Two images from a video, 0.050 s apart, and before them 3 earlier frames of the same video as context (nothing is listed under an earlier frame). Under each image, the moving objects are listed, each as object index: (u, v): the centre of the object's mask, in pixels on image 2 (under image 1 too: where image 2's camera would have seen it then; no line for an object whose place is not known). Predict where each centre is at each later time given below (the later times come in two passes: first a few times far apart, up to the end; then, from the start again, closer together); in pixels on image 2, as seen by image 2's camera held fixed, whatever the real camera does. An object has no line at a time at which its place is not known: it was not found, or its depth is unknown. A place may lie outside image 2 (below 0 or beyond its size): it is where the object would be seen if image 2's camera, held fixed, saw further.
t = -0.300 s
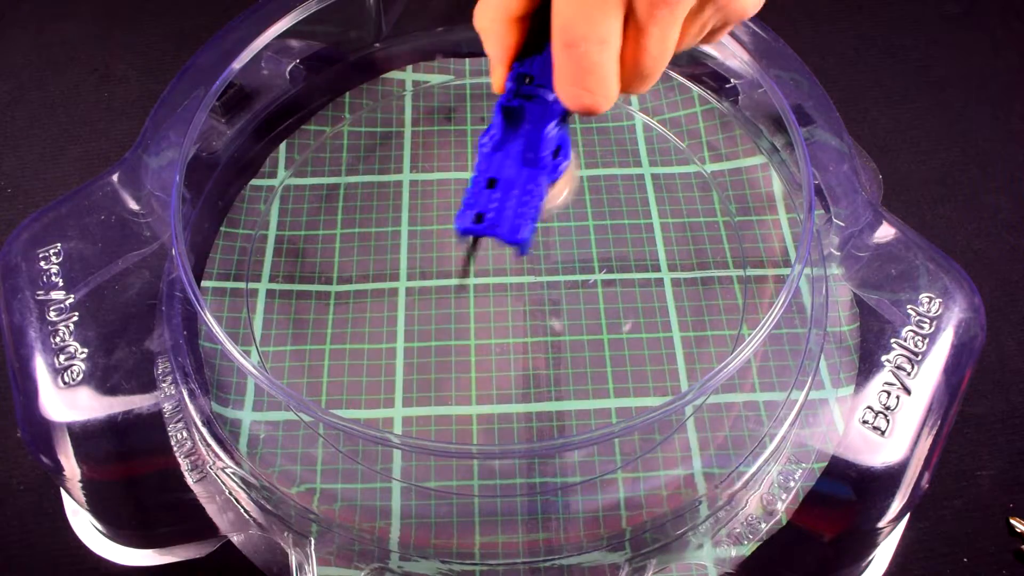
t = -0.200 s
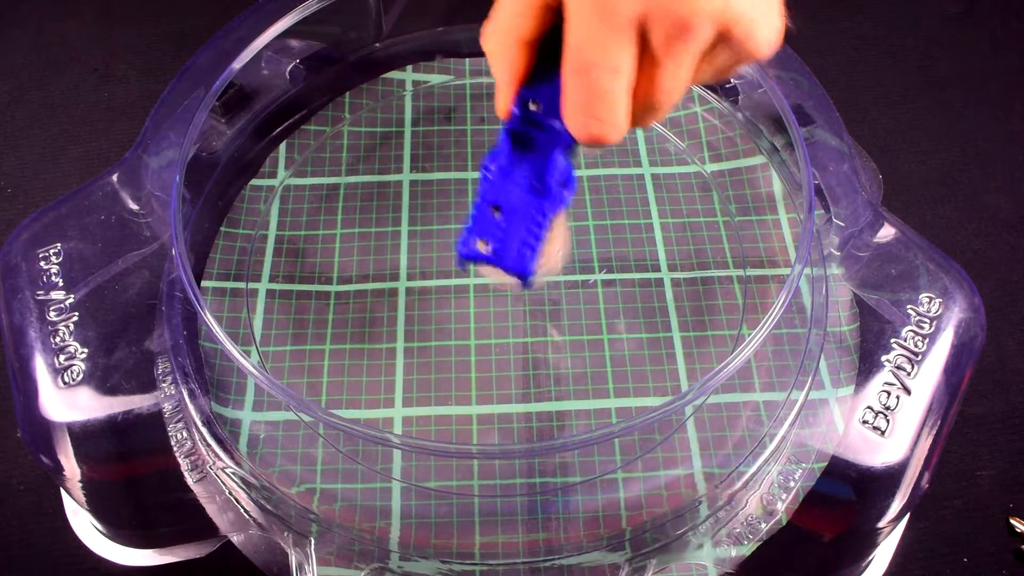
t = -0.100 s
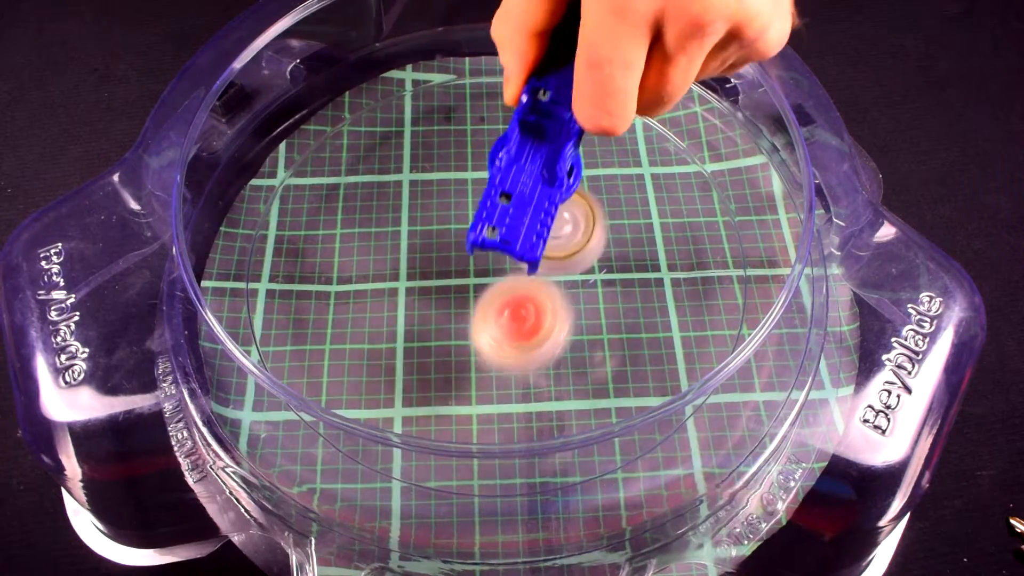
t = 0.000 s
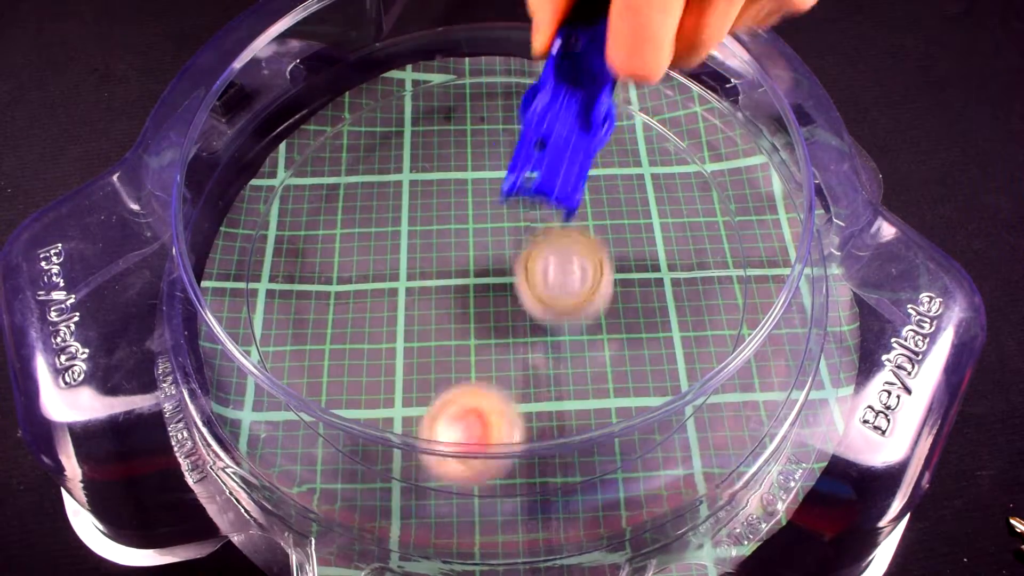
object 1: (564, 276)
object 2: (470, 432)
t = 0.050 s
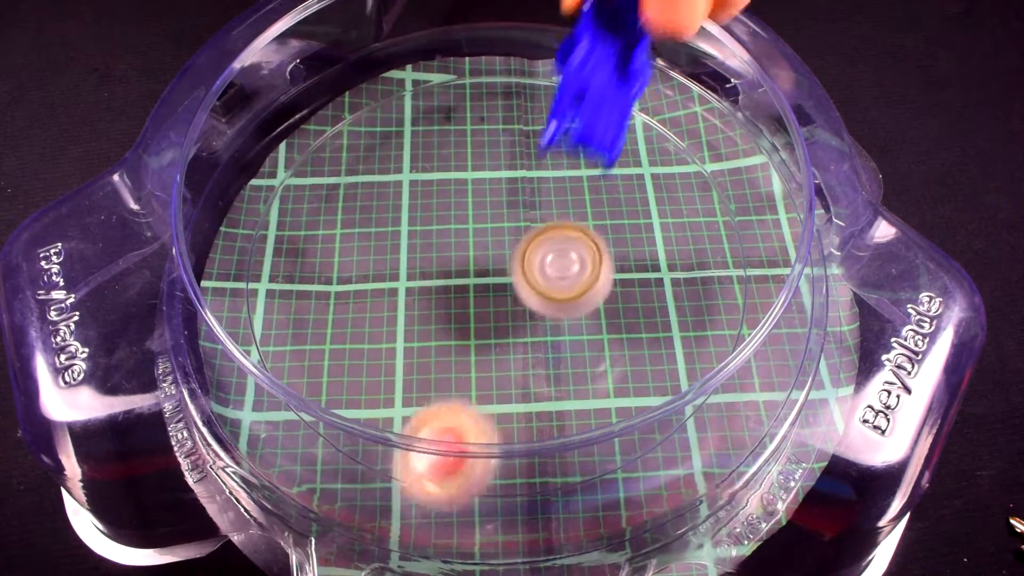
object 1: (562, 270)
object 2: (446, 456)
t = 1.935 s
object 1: (561, 235)
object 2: (452, 177)
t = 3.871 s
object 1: (375, 290)
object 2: (516, 315)
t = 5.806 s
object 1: (550, 310)
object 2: (568, 200)
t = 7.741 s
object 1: (376, 199)
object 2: (513, 150)
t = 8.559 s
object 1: (572, 153)
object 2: (592, 315)
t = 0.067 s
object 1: (561, 270)
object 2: (438, 470)
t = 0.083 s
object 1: (560, 272)
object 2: (432, 473)
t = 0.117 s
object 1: (556, 287)
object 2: (421, 486)
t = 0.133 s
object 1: (554, 290)
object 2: (418, 485)
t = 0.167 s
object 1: (549, 283)
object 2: (417, 467)
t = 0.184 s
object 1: (547, 283)
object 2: (417, 460)
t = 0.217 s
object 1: (541, 290)
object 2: (419, 439)
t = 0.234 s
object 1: (539, 288)
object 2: (421, 428)
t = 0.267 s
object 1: (533, 287)
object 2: (428, 403)
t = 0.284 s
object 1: (530, 286)
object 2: (429, 396)
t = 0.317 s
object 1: (524, 284)
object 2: (436, 371)
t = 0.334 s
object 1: (521, 282)
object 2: (440, 359)
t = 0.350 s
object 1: (519, 280)
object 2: (445, 344)
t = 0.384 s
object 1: (525, 272)
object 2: (445, 321)
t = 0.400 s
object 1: (530, 268)
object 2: (441, 310)
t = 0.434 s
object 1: (542, 260)
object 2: (436, 287)
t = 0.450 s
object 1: (547, 257)
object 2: (434, 277)
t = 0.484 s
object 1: (559, 251)
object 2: (431, 256)
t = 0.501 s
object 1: (565, 248)
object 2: (431, 245)
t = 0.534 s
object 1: (576, 245)
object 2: (430, 225)
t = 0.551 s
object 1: (581, 244)
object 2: (430, 217)
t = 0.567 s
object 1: (586, 243)
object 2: (430, 209)
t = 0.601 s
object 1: (597, 243)
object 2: (432, 194)
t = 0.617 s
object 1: (602, 242)
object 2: (433, 187)
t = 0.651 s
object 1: (610, 244)
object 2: (436, 177)
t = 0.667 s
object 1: (616, 244)
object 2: (438, 171)
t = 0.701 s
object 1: (625, 245)
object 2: (442, 163)
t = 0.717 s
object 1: (629, 245)
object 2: (443, 161)
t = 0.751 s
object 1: (636, 244)
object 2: (447, 161)
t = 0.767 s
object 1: (639, 243)
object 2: (449, 161)
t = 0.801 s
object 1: (644, 240)
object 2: (452, 162)
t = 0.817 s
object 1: (646, 239)
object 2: (454, 166)
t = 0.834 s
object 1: (648, 235)
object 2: (455, 168)
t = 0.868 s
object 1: (649, 230)
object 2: (458, 175)
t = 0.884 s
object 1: (648, 226)
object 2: (459, 180)
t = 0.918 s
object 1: (643, 218)
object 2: (460, 191)
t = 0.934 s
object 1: (638, 215)
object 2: (461, 196)
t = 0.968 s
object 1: (625, 211)
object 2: (460, 209)
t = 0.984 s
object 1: (616, 210)
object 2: (460, 215)
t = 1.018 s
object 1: (597, 212)
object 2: (460, 228)
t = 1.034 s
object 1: (586, 215)
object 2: (459, 234)
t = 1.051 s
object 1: (576, 218)
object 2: (458, 241)
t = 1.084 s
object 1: (553, 227)
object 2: (455, 254)
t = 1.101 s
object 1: (547, 231)
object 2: (448, 260)
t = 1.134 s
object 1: (565, 236)
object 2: (399, 275)
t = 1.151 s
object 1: (574, 241)
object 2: (375, 281)
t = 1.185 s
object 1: (588, 250)
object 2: (332, 290)
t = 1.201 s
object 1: (596, 256)
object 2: (312, 294)
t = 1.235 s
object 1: (609, 268)
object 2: (273, 302)
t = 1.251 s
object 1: (615, 272)
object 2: (259, 305)
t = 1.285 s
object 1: (628, 278)
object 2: (256, 303)
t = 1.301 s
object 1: (633, 281)
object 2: (258, 305)
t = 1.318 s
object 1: (639, 282)
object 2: (262, 309)
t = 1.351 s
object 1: (648, 283)
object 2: (274, 308)
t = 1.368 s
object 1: (652, 282)
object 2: (281, 308)
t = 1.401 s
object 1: (658, 278)
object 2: (300, 305)
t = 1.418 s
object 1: (660, 275)
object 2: (312, 303)
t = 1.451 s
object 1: (662, 267)
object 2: (335, 298)
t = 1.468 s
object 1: (661, 262)
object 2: (347, 295)
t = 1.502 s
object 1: (657, 250)
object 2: (375, 288)
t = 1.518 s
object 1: (652, 244)
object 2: (390, 283)
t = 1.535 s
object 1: (646, 238)
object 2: (404, 279)
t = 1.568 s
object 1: (628, 228)
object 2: (432, 269)
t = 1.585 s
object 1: (617, 225)
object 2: (446, 262)
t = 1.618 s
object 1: (592, 221)
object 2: (473, 252)
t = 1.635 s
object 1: (578, 221)
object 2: (486, 246)
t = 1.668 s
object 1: (575, 208)
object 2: (491, 233)
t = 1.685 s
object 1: (577, 201)
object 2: (487, 227)
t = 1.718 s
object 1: (581, 199)
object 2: (481, 226)
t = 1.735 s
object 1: (582, 201)
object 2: (478, 223)
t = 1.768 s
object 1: (581, 198)
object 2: (473, 217)
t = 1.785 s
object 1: (580, 199)
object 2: (471, 213)
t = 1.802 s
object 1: (579, 203)
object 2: (469, 209)
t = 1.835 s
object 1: (574, 208)
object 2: (464, 201)
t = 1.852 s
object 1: (571, 213)
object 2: (461, 197)
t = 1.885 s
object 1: (567, 221)
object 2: (458, 189)
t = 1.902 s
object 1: (564, 226)
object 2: (456, 185)
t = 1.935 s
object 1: (561, 235)
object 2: (452, 177)
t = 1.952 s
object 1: (560, 243)
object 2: (451, 172)
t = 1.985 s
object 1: (560, 255)
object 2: (449, 166)
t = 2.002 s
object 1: (560, 261)
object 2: (448, 164)
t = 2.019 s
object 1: (561, 267)
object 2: (447, 162)
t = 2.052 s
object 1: (564, 277)
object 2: (446, 156)
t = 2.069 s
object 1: (566, 283)
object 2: (446, 155)
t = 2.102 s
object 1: (571, 291)
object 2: (446, 154)
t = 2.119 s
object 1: (574, 295)
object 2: (448, 153)
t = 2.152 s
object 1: (581, 300)
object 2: (450, 152)
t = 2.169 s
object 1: (586, 302)
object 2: (451, 152)
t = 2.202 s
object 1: (594, 304)
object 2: (454, 154)
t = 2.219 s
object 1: (598, 303)
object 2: (457, 155)
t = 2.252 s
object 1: (606, 300)
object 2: (463, 159)
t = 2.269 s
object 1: (611, 298)
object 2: (466, 161)
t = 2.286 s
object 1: (614, 294)
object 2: (469, 163)
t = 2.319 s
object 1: (621, 285)
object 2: (477, 169)
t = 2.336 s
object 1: (623, 279)
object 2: (481, 172)
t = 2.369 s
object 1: (624, 264)
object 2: (490, 179)
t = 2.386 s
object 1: (623, 257)
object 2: (494, 181)
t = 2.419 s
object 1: (613, 241)
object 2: (504, 189)
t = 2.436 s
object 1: (607, 235)
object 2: (509, 193)
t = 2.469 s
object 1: (595, 227)
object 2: (513, 198)
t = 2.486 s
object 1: (607, 234)
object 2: (502, 181)
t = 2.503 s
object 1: (625, 247)
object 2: (487, 162)
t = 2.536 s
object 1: (658, 287)
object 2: (457, 130)
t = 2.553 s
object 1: (671, 302)
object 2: (442, 121)
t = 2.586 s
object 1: (694, 325)
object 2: (418, 96)
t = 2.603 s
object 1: (700, 333)
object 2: (407, 87)
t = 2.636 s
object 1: (714, 352)
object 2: (391, 78)
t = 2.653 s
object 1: (704, 353)
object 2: (384, 78)
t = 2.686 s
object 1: (679, 353)
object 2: (375, 81)
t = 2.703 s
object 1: (669, 357)
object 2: (372, 83)
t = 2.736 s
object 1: (648, 361)
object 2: (371, 90)
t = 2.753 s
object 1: (634, 359)
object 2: (372, 95)
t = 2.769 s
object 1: (622, 357)
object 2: (375, 104)
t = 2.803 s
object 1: (593, 352)
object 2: (384, 119)
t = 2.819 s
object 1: (580, 348)
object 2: (391, 129)
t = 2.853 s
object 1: (550, 338)
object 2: (408, 146)
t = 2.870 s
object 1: (538, 333)
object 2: (420, 157)
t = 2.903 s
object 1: (510, 321)
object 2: (445, 175)
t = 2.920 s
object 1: (497, 314)
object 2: (457, 183)
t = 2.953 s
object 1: (472, 300)
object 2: (485, 201)
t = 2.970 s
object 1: (460, 293)
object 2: (500, 209)
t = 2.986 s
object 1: (450, 286)
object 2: (515, 218)
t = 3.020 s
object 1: (430, 273)
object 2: (543, 231)
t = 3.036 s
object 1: (421, 266)
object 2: (557, 236)
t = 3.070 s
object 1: (404, 254)
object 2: (586, 248)
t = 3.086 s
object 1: (398, 247)
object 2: (600, 252)
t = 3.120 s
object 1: (387, 237)
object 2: (624, 259)
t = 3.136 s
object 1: (382, 231)
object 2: (636, 262)
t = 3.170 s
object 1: (376, 223)
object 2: (656, 266)
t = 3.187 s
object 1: (373, 220)
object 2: (665, 267)
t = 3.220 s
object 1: (371, 216)
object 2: (681, 269)
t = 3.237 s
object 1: (371, 214)
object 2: (688, 270)
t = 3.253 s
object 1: (371, 214)
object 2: (695, 270)
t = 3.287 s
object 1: (375, 213)
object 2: (705, 271)
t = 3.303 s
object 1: (377, 214)
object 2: (708, 272)
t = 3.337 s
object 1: (383, 217)
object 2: (711, 272)
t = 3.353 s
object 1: (388, 220)
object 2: (712, 273)
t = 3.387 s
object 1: (396, 225)
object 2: (709, 274)
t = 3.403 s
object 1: (401, 229)
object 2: (707, 274)
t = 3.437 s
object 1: (412, 237)
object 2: (699, 276)
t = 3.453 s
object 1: (416, 240)
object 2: (693, 277)
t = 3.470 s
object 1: (422, 244)
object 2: (687, 278)
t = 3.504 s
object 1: (433, 253)
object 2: (671, 280)
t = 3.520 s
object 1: (439, 257)
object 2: (662, 281)
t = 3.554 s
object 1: (450, 265)
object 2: (643, 284)
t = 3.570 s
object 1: (455, 269)
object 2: (632, 285)
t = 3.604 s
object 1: (465, 277)
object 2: (609, 287)
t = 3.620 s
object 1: (471, 281)
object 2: (599, 287)
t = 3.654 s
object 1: (479, 287)
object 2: (576, 288)
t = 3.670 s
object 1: (478, 288)
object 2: (567, 289)
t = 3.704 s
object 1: (464, 290)
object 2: (562, 292)
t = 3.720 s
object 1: (455, 290)
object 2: (559, 294)
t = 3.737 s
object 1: (447, 290)
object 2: (555, 296)
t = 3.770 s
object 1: (430, 290)
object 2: (548, 300)
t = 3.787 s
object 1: (421, 289)
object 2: (543, 303)
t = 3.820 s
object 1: (402, 289)
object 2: (533, 308)
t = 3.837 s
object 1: (393, 290)
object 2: (527, 310)
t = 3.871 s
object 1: (375, 290)
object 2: (516, 315)
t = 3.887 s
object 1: (366, 290)
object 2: (510, 318)
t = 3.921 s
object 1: (351, 291)
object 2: (498, 322)
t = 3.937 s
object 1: (344, 292)
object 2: (491, 326)
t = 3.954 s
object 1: (337, 292)
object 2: (485, 328)
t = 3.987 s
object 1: (326, 293)
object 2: (474, 332)
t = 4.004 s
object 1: (321, 294)
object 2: (467, 334)
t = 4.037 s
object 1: (314, 295)
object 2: (456, 336)
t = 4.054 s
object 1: (311, 295)
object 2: (450, 338)
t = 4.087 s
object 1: (309, 296)
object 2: (441, 340)
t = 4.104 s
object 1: (308, 296)
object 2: (436, 340)
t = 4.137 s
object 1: (309, 296)
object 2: (426, 341)
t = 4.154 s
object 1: (311, 296)
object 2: (422, 340)
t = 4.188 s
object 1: (317, 295)
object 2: (416, 338)
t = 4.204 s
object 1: (320, 294)
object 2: (412, 337)
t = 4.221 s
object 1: (325, 294)
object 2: (409, 336)
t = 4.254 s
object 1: (324, 282)
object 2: (416, 340)
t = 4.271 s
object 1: (321, 274)
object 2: (424, 344)
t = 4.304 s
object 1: (318, 258)
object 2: (439, 349)
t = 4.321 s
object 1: (316, 250)
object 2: (447, 350)
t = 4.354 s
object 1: (316, 237)
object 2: (461, 350)
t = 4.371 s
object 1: (317, 230)
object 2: (466, 349)
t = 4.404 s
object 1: (320, 219)
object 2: (478, 345)
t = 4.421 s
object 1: (323, 213)
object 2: (484, 342)
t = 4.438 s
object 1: (325, 209)
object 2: (489, 338)
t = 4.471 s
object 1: (333, 200)
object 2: (496, 328)
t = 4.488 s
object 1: (337, 196)
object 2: (499, 322)
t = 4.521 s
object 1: (348, 190)
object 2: (502, 310)
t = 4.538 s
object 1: (353, 187)
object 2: (503, 303)
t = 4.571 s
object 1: (366, 183)
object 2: (504, 289)
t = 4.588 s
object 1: (372, 182)
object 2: (503, 282)
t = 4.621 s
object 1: (388, 180)
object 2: (499, 266)
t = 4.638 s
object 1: (395, 179)
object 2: (496, 259)
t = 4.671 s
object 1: (411, 179)
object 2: (489, 244)
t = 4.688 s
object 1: (419, 178)
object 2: (485, 238)
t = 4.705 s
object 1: (415, 165)
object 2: (497, 248)
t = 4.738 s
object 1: (395, 121)
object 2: (539, 285)
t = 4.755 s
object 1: (384, 99)
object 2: (560, 301)
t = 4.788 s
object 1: (376, 70)
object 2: (598, 331)
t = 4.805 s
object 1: (376, 62)
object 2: (617, 346)
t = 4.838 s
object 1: (377, 56)
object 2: (647, 364)
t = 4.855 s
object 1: (377, 50)
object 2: (660, 368)
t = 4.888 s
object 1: (379, 46)
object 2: (693, 391)
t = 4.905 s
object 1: (380, 44)
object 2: (705, 397)
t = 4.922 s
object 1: (382, 43)
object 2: (708, 394)
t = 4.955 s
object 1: (387, 43)
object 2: (707, 392)
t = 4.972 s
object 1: (390, 43)
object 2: (705, 387)
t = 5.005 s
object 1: (396, 45)
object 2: (693, 372)
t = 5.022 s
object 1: (400, 47)
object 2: (686, 364)
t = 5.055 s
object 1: (408, 53)
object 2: (676, 347)
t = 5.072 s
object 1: (413, 56)
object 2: (673, 340)
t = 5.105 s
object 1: (422, 64)
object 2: (663, 320)
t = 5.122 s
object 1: (428, 71)
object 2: (658, 309)
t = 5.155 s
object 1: (440, 86)
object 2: (647, 288)
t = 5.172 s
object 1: (447, 94)
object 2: (642, 277)
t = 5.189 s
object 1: (455, 105)
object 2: (636, 266)
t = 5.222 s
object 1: (470, 125)
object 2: (625, 244)
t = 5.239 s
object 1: (477, 134)
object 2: (619, 233)
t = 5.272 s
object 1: (493, 157)
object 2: (610, 214)
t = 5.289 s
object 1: (501, 169)
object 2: (604, 203)
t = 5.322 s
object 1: (515, 192)
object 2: (597, 187)
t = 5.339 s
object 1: (510, 198)
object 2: (604, 183)
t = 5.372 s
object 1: (495, 210)
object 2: (626, 179)
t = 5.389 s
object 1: (486, 219)
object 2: (635, 176)
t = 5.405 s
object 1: (478, 224)
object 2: (640, 176)
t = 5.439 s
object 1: (464, 239)
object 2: (649, 171)
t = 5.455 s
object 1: (459, 245)
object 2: (650, 170)
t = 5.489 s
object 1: (448, 261)
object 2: (652, 166)
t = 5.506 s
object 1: (444, 267)
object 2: (651, 164)
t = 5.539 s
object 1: (439, 280)
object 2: (647, 162)
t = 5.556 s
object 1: (438, 286)
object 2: (644, 162)
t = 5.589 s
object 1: (439, 296)
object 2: (638, 163)
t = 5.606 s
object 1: (441, 301)
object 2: (633, 164)
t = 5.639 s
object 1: (448, 310)
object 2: (625, 168)
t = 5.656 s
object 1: (454, 313)
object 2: (620, 171)
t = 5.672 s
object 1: (460, 315)
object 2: (614, 174)
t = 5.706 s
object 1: (478, 318)
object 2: (603, 179)
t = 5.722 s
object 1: (489, 319)
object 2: (597, 183)
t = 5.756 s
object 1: (512, 317)
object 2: (586, 189)
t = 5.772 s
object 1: (525, 315)
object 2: (580, 193)
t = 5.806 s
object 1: (550, 310)
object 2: (568, 200)
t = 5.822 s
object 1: (563, 307)
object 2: (562, 204)
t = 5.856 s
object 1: (587, 300)
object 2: (551, 211)
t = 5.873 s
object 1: (598, 297)
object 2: (545, 214)
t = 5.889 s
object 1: (609, 293)
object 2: (540, 218)
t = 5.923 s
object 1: (629, 287)
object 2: (531, 224)
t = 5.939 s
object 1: (638, 284)
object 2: (527, 228)
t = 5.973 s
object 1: (654, 279)
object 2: (519, 235)
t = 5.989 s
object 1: (662, 276)
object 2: (516, 239)
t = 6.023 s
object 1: (674, 270)
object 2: (510, 250)
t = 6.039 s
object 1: (680, 269)
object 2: (507, 255)
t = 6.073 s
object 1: (686, 265)
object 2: (502, 266)
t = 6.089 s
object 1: (688, 264)
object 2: (498, 272)
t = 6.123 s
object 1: (689, 261)
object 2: (494, 283)
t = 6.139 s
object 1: (689, 260)
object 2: (491, 289)
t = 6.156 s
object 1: (687, 259)
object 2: (490, 294)
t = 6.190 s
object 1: (680, 259)
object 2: (485, 304)
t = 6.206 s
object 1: (675, 259)
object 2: (484, 309)
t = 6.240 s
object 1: (663, 259)
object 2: (481, 316)
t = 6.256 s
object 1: (656, 260)
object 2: (480, 319)
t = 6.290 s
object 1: (639, 261)
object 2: (477, 324)
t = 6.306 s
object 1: (630, 261)
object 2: (477, 326)
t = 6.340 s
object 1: (610, 264)
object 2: (474, 327)
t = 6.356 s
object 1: (600, 266)
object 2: (474, 328)
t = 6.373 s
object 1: (589, 267)
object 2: (474, 328)
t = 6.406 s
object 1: (566, 271)
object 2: (474, 328)
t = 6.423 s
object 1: (553, 273)
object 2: (473, 327)
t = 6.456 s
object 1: (535, 272)
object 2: (473, 327)
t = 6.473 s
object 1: (526, 270)
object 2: (469, 327)
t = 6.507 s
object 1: (517, 273)
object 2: (453, 331)
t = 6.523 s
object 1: (514, 274)
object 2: (445, 331)
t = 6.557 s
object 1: (508, 276)
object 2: (430, 335)
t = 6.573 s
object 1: (506, 277)
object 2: (423, 336)
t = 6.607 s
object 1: (502, 280)
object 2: (410, 340)
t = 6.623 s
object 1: (500, 283)
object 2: (403, 341)
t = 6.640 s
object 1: (498, 286)
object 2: (397, 342)
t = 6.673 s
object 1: (495, 292)
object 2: (389, 343)
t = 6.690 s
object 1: (493, 297)
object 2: (385, 343)
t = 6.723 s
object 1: (491, 306)
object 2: (381, 342)
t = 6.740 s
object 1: (489, 310)
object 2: (381, 341)
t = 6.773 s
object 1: (487, 318)
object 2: (381, 339)
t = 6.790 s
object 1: (485, 323)
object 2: (382, 338)
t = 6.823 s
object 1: (481, 332)
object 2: (384, 335)
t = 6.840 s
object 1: (479, 336)
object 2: (387, 332)
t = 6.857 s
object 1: (478, 340)
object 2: (389, 330)
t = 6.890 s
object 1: (473, 350)
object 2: (394, 325)
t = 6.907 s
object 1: (471, 354)
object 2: (396, 322)
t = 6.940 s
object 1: (467, 363)
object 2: (398, 311)
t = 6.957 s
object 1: (466, 366)
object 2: (399, 305)
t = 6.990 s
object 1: (462, 372)
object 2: (400, 292)
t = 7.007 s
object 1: (458, 375)
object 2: (400, 286)
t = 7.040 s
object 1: (452, 379)
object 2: (401, 272)
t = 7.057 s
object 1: (450, 380)
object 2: (400, 265)
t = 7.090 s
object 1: (444, 380)
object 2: (399, 250)
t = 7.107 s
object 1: (441, 379)
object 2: (398, 244)
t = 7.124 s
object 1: (437, 378)
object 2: (397, 236)
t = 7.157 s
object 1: (431, 375)
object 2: (395, 221)
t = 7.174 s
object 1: (428, 371)
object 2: (393, 214)
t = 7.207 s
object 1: (422, 365)
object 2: (390, 201)
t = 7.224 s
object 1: (419, 361)
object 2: (389, 194)
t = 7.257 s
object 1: (415, 351)
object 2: (388, 183)
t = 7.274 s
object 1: (413, 346)
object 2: (388, 179)
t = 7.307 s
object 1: (410, 334)
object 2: (388, 170)
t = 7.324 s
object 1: (409, 327)
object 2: (389, 167)
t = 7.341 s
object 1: (408, 320)
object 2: (390, 164)
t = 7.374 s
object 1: (407, 307)
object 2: (393, 160)
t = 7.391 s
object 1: (407, 300)
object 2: (395, 158)
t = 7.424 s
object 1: (407, 286)
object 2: (399, 158)
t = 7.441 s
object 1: (408, 279)
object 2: (401, 157)
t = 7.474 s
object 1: (410, 265)
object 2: (407, 158)
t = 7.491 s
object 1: (411, 258)
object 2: (408, 159)
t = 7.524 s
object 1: (412, 245)
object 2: (416, 160)
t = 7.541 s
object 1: (413, 239)
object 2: (419, 162)
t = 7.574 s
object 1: (415, 227)
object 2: (428, 163)
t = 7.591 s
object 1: (414, 223)
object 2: (435, 164)
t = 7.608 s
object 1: (410, 221)
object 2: (443, 163)
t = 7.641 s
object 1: (401, 215)
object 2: (461, 158)
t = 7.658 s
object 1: (398, 213)
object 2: (470, 157)
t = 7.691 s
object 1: (389, 208)
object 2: (489, 155)
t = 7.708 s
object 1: (384, 205)
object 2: (496, 154)
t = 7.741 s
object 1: (376, 199)
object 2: (513, 150)
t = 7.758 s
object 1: (374, 197)
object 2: (521, 149)
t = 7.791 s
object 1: (370, 191)
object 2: (535, 147)
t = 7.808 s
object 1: (368, 188)
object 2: (543, 146)
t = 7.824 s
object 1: (368, 187)
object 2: (550, 144)
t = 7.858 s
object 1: (368, 182)
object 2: (564, 142)
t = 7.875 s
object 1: (369, 180)
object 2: (571, 142)
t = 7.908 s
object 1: (373, 177)
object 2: (584, 141)
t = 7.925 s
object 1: (376, 176)
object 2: (591, 141)
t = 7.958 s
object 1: (384, 175)
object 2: (603, 141)
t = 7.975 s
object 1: (387, 174)
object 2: (610, 141)
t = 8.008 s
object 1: (397, 173)
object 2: (622, 143)
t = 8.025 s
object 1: (403, 174)
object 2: (627, 144)
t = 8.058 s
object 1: (416, 175)
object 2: (636, 147)
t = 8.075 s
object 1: (423, 175)
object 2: (640, 149)
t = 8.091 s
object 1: (430, 176)
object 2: (644, 151)
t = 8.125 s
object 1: (446, 179)
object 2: (650, 158)
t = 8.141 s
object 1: (452, 179)
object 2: (651, 160)
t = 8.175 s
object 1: (469, 182)
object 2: (654, 168)
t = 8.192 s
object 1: (478, 184)
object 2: (654, 172)
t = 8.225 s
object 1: (493, 187)
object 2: (654, 180)
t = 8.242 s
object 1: (500, 188)
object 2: (652, 186)
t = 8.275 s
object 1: (515, 190)
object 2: (649, 196)
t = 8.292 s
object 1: (524, 190)
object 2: (648, 202)
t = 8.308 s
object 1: (532, 190)
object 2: (645, 208)
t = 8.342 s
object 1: (546, 187)
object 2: (639, 221)
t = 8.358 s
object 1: (553, 184)
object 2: (636, 228)
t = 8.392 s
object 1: (566, 181)
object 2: (631, 241)
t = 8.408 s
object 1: (571, 179)
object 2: (628, 249)
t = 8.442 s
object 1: (579, 174)
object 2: (620, 265)
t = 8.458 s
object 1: (581, 171)
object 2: (616, 272)
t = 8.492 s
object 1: (583, 165)
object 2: (609, 286)
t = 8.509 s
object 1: (583, 163)
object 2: (605, 293)
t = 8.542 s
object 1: (576, 157)
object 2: (597, 307)
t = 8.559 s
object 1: (572, 153)
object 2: (592, 315)
